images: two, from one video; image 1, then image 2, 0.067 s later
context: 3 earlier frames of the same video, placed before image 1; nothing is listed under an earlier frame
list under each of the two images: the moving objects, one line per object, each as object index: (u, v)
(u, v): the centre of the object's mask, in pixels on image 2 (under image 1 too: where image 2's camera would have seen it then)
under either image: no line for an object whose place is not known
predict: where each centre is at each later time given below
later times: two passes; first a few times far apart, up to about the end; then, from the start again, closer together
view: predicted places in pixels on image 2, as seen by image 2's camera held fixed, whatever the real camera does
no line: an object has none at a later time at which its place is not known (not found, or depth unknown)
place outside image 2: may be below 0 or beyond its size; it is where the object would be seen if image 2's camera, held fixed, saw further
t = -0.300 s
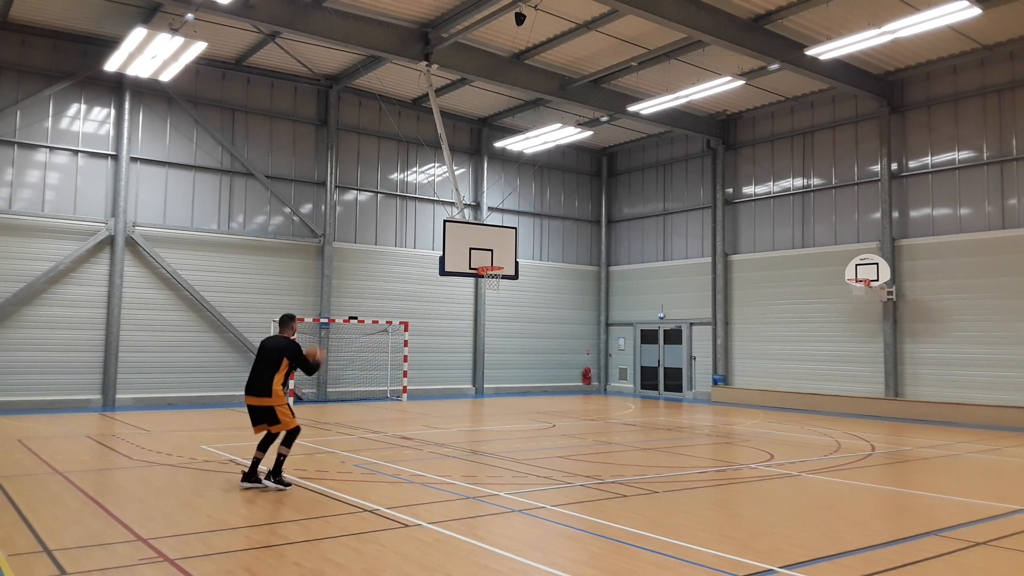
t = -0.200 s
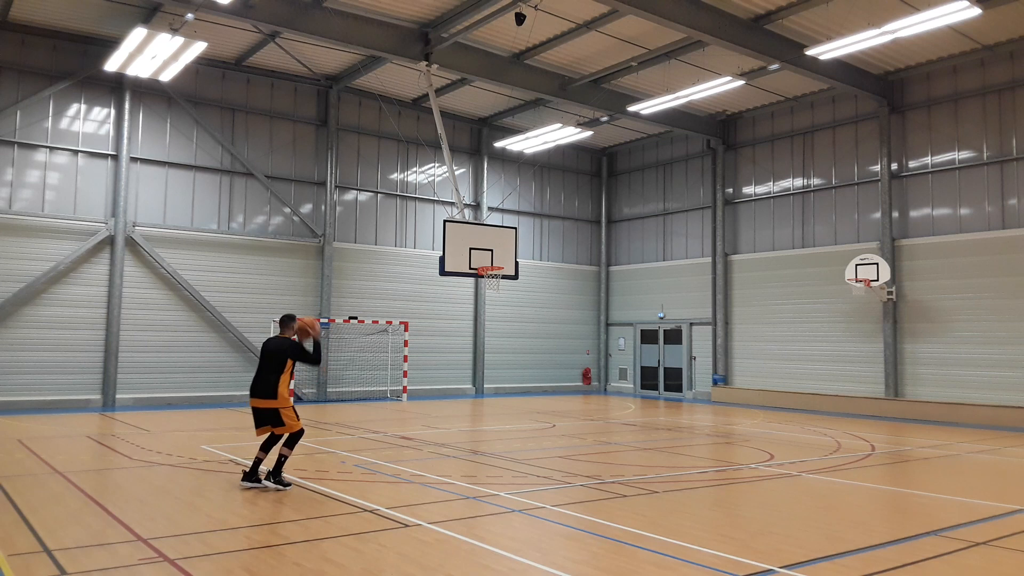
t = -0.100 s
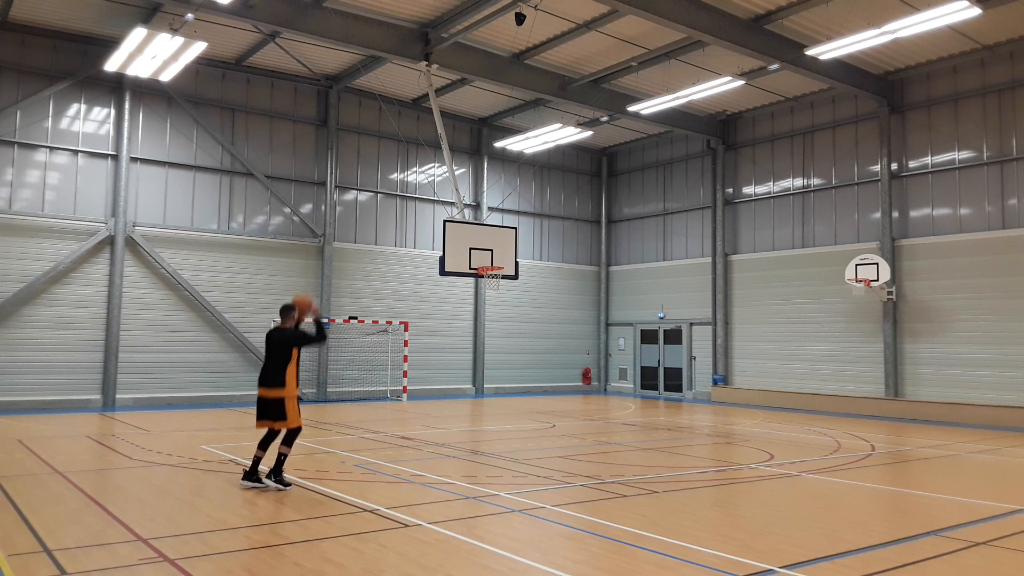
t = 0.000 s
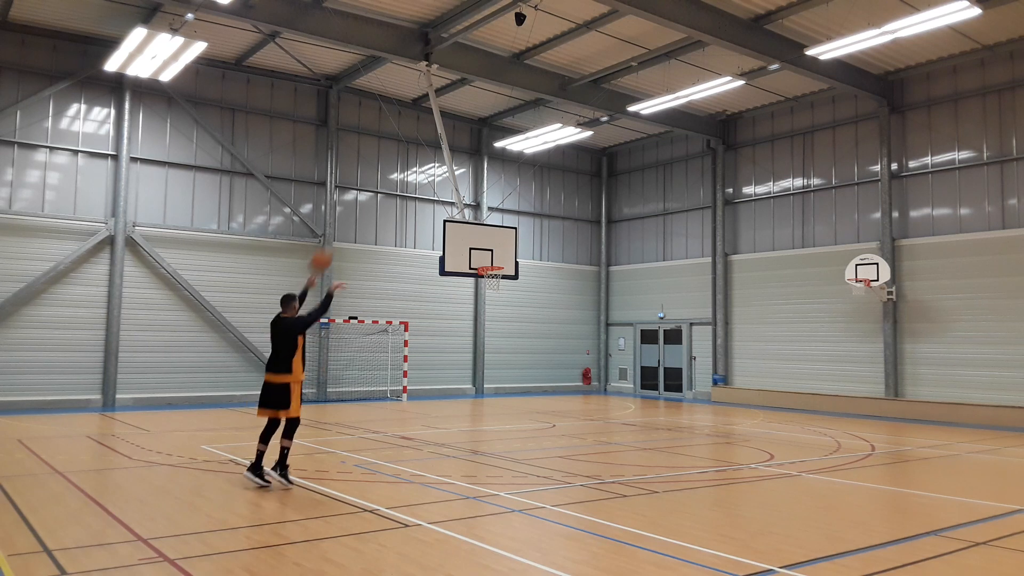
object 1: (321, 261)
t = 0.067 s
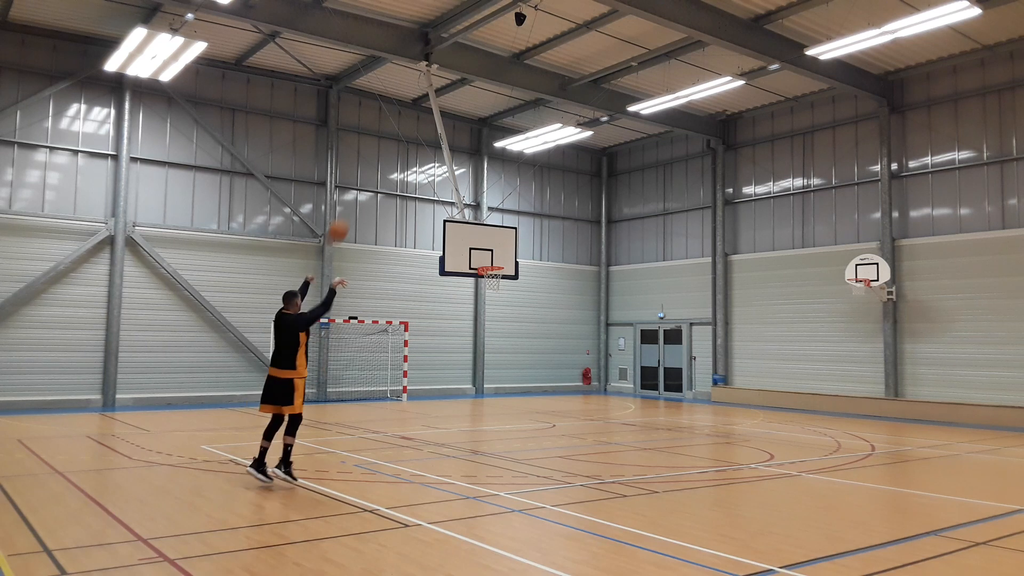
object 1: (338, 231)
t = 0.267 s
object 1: (380, 174)
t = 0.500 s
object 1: (418, 152)
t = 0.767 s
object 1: (452, 168)
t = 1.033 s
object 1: (476, 216)
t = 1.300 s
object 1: (497, 256)
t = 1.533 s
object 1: (517, 245)
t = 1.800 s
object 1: (542, 271)
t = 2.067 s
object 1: (574, 349)
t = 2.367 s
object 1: (617, 417)
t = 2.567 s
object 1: (643, 347)
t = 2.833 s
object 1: (681, 298)
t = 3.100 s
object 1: (726, 306)
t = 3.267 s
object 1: (760, 349)
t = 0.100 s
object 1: (346, 219)
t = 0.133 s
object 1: (353, 208)
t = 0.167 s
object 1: (360, 198)
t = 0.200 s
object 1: (367, 188)
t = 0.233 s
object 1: (374, 181)
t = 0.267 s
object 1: (380, 174)
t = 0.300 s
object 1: (386, 169)
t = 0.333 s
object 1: (392, 164)
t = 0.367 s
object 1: (398, 160)
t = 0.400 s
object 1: (403, 157)
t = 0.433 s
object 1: (409, 155)
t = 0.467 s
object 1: (413, 154)
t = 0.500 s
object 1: (418, 152)
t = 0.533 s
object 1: (423, 152)
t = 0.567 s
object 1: (427, 153)
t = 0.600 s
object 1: (432, 154)
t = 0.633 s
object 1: (436, 156)
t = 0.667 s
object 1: (440, 158)
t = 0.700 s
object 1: (445, 161)
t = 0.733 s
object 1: (448, 164)
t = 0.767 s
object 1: (452, 168)
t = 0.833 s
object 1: (459, 178)
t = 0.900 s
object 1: (465, 189)
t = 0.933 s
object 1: (468, 196)
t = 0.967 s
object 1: (471, 203)
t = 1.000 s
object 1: (474, 210)
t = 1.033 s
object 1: (476, 216)
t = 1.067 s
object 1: (480, 225)
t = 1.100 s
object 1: (482, 233)
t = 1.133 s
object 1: (485, 241)
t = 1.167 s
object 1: (487, 250)
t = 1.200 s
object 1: (489, 260)
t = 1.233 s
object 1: (492, 262)
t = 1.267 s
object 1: (495, 260)
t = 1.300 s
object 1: (497, 256)
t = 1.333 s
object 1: (500, 253)
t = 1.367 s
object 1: (503, 250)
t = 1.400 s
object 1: (505, 248)
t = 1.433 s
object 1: (508, 247)
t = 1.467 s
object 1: (511, 246)
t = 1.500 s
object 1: (514, 245)
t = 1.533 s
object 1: (517, 245)
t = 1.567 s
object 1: (519, 246)
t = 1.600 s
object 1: (522, 247)
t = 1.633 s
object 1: (525, 250)
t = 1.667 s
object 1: (528, 252)
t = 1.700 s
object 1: (532, 255)
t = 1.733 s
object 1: (535, 260)
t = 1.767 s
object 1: (538, 265)
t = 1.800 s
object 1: (542, 271)
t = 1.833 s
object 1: (546, 277)
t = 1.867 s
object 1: (550, 284)
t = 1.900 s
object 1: (553, 293)
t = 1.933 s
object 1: (557, 302)
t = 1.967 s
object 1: (561, 312)
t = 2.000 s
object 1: (565, 324)
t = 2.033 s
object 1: (570, 336)
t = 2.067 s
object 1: (574, 349)
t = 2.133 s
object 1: (584, 379)
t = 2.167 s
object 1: (589, 397)
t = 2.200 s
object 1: (594, 415)
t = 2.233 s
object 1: (599, 434)
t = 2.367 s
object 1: (617, 417)
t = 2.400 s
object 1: (621, 404)
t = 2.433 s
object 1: (625, 391)
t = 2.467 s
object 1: (630, 380)
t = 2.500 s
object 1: (635, 368)
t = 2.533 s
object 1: (639, 358)
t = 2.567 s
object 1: (643, 347)
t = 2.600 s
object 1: (647, 339)
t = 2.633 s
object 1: (651, 332)
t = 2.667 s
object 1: (656, 323)
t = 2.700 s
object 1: (661, 317)
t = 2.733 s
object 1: (666, 311)
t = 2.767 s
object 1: (671, 306)
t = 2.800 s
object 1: (676, 302)
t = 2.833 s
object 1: (681, 298)
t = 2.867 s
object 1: (686, 296)
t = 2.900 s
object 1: (691, 294)
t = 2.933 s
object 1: (697, 294)
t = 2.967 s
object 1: (703, 294)
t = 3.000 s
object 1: (708, 296)
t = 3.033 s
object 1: (714, 298)
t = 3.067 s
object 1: (720, 302)
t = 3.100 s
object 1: (726, 306)
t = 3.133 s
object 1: (732, 312)
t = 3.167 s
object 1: (738, 319)
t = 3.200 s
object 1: (746, 328)
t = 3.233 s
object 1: (753, 338)
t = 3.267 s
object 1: (760, 349)
